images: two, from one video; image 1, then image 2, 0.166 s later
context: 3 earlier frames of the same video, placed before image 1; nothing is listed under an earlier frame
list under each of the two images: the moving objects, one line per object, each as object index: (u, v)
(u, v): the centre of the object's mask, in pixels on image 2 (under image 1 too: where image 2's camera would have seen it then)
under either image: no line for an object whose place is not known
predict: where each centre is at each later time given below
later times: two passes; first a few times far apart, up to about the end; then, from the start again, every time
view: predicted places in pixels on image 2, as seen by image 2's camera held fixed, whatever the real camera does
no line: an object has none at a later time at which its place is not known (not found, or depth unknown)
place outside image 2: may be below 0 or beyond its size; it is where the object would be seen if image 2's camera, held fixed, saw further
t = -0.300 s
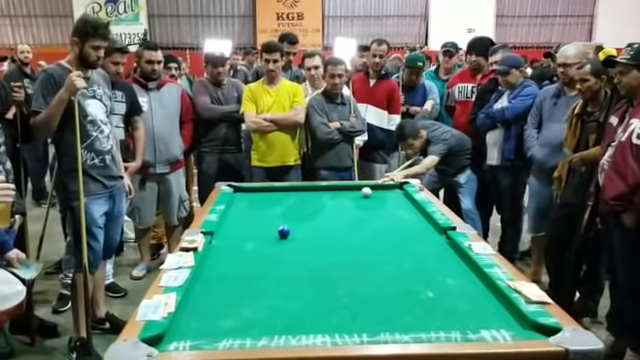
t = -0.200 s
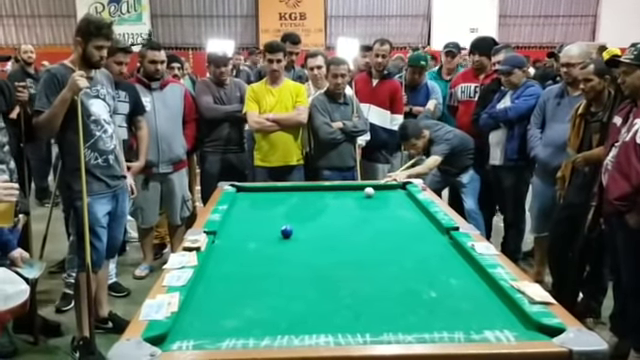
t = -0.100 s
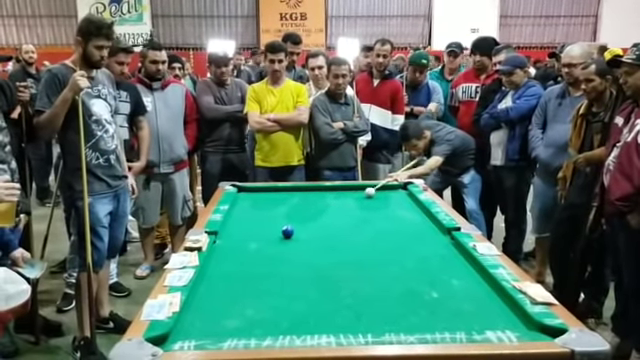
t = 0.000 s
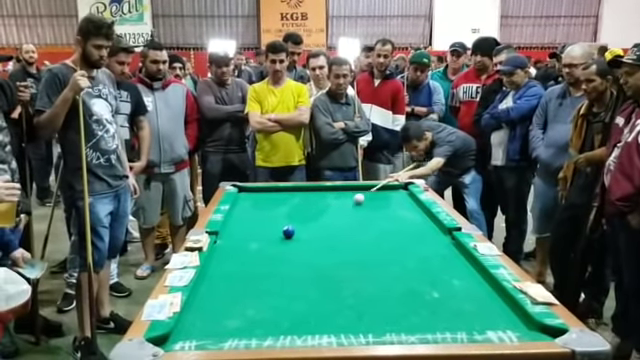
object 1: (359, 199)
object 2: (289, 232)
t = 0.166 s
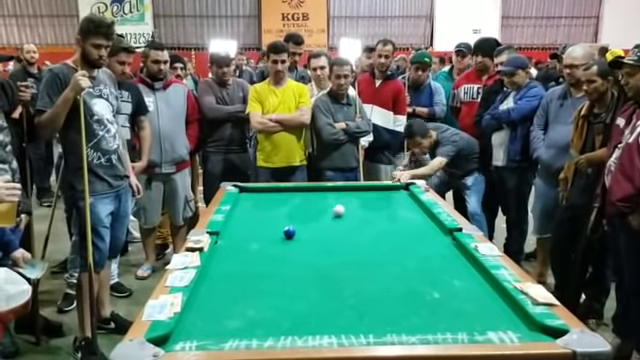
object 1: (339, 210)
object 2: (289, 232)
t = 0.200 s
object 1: (334, 213)
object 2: (289, 232)
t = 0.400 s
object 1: (303, 230)
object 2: (289, 232)
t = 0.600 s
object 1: (300, 248)
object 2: (252, 235)
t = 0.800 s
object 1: (295, 270)
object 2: (224, 237)
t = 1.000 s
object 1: (289, 299)
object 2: (242, 233)
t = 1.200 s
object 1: (281, 329)
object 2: (258, 229)
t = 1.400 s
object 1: (283, 307)
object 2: (273, 225)
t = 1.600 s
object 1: (284, 286)
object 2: (286, 222)
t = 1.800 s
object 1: (285, 269)
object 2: (298, 219)
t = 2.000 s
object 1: (286, 255)
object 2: (309, 216)
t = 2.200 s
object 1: (286, 243)
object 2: (319, 213)
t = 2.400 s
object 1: (286, 232)
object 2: (329, 211)
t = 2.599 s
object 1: (287, 223)
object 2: (337, 209)
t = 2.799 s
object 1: (287, 215)
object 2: (344, 207)
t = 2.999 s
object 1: (287, 208)
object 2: (351, 205)
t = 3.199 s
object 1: (287, 202)
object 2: (356, 203)
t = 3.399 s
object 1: (287, 197)
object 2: (361, 202)
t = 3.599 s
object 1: (287, 192)
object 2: (366, 201)
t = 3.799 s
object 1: (286, 189)
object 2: (369, 200)
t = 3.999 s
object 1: (286, 192)
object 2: (372, 198)
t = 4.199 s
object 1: (286, 195)
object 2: (373, 198)
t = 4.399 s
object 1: (286, 198)
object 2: (376, 197)
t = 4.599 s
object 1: (285, 201)
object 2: (376, 196)
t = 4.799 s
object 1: (285, 204)
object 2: (377, 196)
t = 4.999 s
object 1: (284, 207)
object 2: (377, 195)
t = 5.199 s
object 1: (283, 209)
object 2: (377, 195)
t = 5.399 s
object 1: (282, 213)
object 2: (377, 195)
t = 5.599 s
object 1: (282, 215)
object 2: (377, 196)
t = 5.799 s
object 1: (281, 218)
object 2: (376, 196)
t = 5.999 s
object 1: (280, 221)
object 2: (376, 196)
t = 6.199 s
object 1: (279, 223)
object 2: (377, 196)
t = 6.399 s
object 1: (279, 225)
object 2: (377, 196)
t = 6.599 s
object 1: (278, 227)
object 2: (377, 195)
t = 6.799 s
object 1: (277, 229)
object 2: (377, 196)
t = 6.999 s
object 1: (277, 231)
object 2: (377, 195)
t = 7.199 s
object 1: (276, 232)
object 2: (377, 196)
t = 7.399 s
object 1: (276, 233)
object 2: (377, 196)
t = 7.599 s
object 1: (276, 234)
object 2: (377, 195)
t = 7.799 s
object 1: (276, 234)
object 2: (377, 196)
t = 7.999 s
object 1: (276, 234)
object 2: (377, 195)
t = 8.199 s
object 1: (276, 235)
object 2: (377, 195)
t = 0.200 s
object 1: (334, 213)
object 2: (289, 232)
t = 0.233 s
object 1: (329, 216)
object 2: (289, 232)
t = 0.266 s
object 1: (324, 218)
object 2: (289, 232)
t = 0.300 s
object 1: (319, 221)
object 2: (289, 232)
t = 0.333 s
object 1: (313, 224)
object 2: (289, 232)
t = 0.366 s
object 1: (308, 227)
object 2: (289, 232)
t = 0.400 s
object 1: (303, 230)
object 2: (289, 232)
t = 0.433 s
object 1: (303, 233)
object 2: (282, 233)
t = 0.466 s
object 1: (303, 236)
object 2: (275, 233)
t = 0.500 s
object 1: (302, 238)
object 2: (268, 234)
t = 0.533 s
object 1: (302, 242)
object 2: (264, 234)
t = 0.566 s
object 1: (301, 245)
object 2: (257, 235)
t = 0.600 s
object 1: (300, 248)
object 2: (252, 235)
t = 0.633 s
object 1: (299, 251)
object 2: (246, 235)
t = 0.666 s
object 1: (298, 255)
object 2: (240, 236)
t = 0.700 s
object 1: (298, 258)
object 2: (234, 237)
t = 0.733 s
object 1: (297, 262)
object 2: (229, 237)
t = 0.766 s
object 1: (296, 266)
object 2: (223, 237)
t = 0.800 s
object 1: (295, 270)
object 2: (224, 237)
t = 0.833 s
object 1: (294, 275)
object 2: (227, 236)
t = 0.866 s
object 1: (293, 279)
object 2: (230, 236)
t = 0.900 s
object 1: (292, 284)
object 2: (234, 235)
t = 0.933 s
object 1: (291, 289)
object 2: (236, 234)
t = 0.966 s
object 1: (290, 293)
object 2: (239, 233)
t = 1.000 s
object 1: (289, 299)
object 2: (242, 233)
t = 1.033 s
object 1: (287, 304)
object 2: (245, 232)
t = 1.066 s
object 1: (286, 310)
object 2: (248, 231)
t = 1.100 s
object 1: (285, 316)
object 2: (251, 231)
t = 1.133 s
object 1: (284, 321)
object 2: (253, 230)
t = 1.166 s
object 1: (283, 326)
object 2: (256, 229)
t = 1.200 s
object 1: (281, 329)
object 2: (258, 229)
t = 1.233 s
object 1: (282, 326)
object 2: (261, 228)
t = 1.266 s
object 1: (282, 323)
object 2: (263, 228)
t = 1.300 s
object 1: (282, 319)
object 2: (266, 227)
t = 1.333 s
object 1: (283, 315)
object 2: (268, 226)
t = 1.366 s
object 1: (283, 311)
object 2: (271, 225)
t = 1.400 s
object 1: (283, 307)
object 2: (273, 225)
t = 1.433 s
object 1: (283, 303)
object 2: (275, 224)
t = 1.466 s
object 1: (283, 299)
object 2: (277, 224)
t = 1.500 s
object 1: (284, 296)
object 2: (279, 224)
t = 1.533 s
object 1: (284, 293)
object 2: (282, 223)
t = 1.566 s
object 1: (284, 289)
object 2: (284, 222)
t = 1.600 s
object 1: (284, 286)
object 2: (286, 222)
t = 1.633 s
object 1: (284, 283)
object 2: (288, 221)
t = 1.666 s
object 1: (284, 280)
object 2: (290, 221)
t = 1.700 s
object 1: (285, 277)
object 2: (292, 220)
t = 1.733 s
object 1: (285, 274)
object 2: (294, 220)
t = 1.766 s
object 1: (285, 271)
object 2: (296, 219)
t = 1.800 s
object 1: (285, 269)
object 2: (298, 219)
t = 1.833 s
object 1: (285, 266)
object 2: (300, 218)
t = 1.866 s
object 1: (285, 264)
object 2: (303, 218)
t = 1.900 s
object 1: (285, 261)
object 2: (304, 217)
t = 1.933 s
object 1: (285, 259)
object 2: (306, 217)
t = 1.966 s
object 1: (285, 257)
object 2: (308, 216)
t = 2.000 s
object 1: (286, 255)
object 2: (309, 216)
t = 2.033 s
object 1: (286, 252)
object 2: (311, 215)
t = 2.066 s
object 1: (285, 250)
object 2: (313, 215)
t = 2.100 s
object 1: (286, 248)
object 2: (315, 215)
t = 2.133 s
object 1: (286, 246)
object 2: (316, 214)
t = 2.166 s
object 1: (286, 244)
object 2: (318, 214)
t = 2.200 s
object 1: (286, 243)
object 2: (319, 213)
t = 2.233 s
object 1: (286, 241)
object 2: (321, 213)
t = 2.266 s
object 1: (286, 239)
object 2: (323, 212)
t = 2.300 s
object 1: (286, 237)
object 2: (324, 212)
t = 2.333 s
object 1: (286, 235)
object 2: (326, 212)
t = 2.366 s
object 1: (286, 234)
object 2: (327, 212)
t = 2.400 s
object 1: (286, 232)
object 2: (329, 211)
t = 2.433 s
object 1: (286, 230)
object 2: (330, 211)
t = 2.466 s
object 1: (286, 229)
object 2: (331, 210)
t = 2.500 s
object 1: (287, 227)
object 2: (333, 210)
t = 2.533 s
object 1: (287, 226)
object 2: (334, 210)
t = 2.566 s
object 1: (287, 224)
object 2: (335, 209)
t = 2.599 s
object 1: (287, 223)
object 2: (337, 209)
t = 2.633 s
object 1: (287, 222)
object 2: (338, 209)
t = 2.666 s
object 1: (287, 220)
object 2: (339, 209)
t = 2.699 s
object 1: (287, 219)
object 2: (340, 208)
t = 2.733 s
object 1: (287, 218)
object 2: (341, 208)
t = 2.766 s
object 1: (287, 216)
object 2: (343, 207)
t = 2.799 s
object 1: (287, 215)
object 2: (344, 207)
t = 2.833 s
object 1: (287, 214)
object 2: (345, 206)
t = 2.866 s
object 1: (287, 213)
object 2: (346, 206)
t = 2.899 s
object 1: (287, 212)
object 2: (348, 206)
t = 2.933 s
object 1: (287, 210)
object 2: (349, 206)
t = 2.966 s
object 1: (287, 209)
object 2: (350, 206)
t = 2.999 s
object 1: (287, 208)
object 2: (351, 205)
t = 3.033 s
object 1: (287, 207)
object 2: (351, 205)
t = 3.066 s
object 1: (287, 206)
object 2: (352, 205)
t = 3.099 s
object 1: (287, 205)
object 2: (353, 204)
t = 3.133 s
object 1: (287, 204)
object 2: (354, 204)
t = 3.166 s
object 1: (287, 203)
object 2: (355, 204)
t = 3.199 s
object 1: (287, 202)
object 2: (356, 203)
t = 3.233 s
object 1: (287, 201)
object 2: (357, 203)
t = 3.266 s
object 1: (287, 200)
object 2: (358, 203)
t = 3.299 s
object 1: (287, 199)
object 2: (358, 203)
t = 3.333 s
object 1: (287, 198)
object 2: (359, 203)
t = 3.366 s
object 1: (287, 197)
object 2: (360, 203)
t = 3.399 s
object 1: (287, 197)
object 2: (361, 202)
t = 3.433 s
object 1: (287, 196)
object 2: (362, 202)
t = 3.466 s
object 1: (287, 195)
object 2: (362, 201)
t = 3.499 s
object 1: (287, 194)
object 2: (363, 201)
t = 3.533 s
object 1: (287, 193)
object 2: (364, 201)
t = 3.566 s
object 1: (287, 193)
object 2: (365, 201)
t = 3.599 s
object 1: (287, 192)
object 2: (366, 201)
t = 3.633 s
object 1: (287, 191)
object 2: (366, 201)
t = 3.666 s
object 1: (287, 190)
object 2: (367, 201)
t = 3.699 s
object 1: (287, 189)
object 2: (367, 201)
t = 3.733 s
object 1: (286, 189)
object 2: (368, 200)
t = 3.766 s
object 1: (287, 188)
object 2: (368, 200)
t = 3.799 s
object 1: (286, 189)
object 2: (369, 200)
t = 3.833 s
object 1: (286, 189)
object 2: (369, 200)
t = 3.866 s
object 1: (286, 190)
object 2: (369, 199)
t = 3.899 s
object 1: (286, 190)
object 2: (370, 199)
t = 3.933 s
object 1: (286, 191)
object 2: (370, 199)
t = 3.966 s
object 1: (286, 191)
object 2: (371, 198)
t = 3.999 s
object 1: (286, 192)
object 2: (372, 198)
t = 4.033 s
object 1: (286, 192)
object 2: (372, 198)
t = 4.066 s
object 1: (286, 192)
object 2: (372, 198)
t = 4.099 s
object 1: (286, 193)
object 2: (373, 198)
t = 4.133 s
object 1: (286, 193)
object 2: (373, 198)
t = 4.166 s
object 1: (286, 194)
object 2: (373, 198)
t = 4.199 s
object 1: (286, 195)
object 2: (373, 198)
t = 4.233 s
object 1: (286, 195)
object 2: (374, 198)
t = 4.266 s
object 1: (286, 195)
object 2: (374, 197)
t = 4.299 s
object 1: (286, 197)
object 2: (375, 197)
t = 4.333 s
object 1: (286, 197)
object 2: (375, 197)
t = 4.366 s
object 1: (286, 197)
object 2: (375, 197)
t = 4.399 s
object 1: (286, 198)
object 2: (376, 197)
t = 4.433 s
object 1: (286, 199)
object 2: (376, 197)
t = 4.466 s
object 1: (285, 199)
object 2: (376, 197)
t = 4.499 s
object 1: (285, 200)
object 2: (376, 197)
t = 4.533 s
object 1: (285, 200)
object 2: (376, 197)
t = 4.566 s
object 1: (285, 200)
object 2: (376, 197)
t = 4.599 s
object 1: (285, 201)
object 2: (376, 196)
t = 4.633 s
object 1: (285, 201)
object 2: (376, 196)
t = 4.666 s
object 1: (285, 202)
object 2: (376, 196)
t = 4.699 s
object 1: (285, 203)
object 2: (377, 196)
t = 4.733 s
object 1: (285, 203)
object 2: (376, 196)
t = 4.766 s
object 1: (285, 203)
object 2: (377, 196)
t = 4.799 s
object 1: (285, 204)
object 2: (377, 196)
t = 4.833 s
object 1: (285, 205)
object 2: (377, 196)
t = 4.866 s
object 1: (284, 205)
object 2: (377, 196)
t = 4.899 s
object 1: (284, 205)
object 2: (377, 196)
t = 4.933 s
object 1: (284, 206)
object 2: (377, 196)
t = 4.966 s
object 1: (284, 207)
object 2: (377, 196)
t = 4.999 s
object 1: (284, 207)
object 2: (377, 195)
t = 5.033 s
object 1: (284, 208)
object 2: (377, 195)
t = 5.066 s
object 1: (284, 208)
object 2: (377, 195)
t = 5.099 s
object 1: (284, 209)
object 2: (377, 195)
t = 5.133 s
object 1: (284, 209)
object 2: (377, 195)
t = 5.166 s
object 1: (283, 209)
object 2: (377, 195)
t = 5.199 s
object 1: (283, 209)
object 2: (377, 195)
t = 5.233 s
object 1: (283, 211)
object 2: (377, 195)
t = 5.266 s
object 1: (283, 211)
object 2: (377, 195)
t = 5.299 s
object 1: (283, 211)
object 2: (377, 195)
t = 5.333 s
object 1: (283, 211)
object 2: (377, 195)
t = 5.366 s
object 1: (282, 212)
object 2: (377, 195)
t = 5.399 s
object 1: (282, 213)
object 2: (377, 195)
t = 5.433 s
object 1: (282, 213)
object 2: (377, 195)
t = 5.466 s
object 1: (282, 214)
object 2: (377, 195)
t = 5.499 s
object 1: (282, 214)
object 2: (377, 195)
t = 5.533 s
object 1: (282, 215)
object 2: (377, 195)
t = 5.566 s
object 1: (281, 215)
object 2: (377, 196)
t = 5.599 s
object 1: (282, 215)
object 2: (377, 196)
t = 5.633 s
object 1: (281, 216)
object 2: (376, 196)
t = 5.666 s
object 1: (281, 216)
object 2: (376, 196)
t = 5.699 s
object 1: (281, 217)
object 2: (376, 195)
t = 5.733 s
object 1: (281, 217)
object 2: (376, 195)
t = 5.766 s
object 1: (281, 217)
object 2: (376, 196)
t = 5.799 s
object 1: (281, 218)
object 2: (376, 196)
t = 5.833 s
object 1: (281, 218)
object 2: (376, 196)
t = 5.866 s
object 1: (281, 219)
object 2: (376, 196)
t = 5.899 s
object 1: (281, 219)
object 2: (376, 196)
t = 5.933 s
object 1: (280, 220)
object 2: (376, 196)
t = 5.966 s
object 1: (280, 220)
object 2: (376, 196)
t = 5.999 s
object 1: (280, 221)
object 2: (376, 196)
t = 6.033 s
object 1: (280, 221)
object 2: (376, 196)
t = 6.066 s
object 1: (280, 221)
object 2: (376, 196)
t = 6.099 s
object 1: (280, 221)
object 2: (376, 196)
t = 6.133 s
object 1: (280, 222)
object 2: (376, 196)
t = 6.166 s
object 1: (280, 222)
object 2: (376, 196)
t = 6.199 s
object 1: (279, 223)
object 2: (377, 196)
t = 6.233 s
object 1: (279, 223)
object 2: (377, 196)
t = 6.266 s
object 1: (279, 224)
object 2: (377, 195)
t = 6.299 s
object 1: (279, 224)
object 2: (377, 195)
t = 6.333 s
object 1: (279, 225)
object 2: (377, 195)
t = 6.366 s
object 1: (279, 225)
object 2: (377, 196)
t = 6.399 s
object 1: (279, 225)
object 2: (377, 196)
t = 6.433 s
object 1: (278, 225)
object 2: (377, 196)
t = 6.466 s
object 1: (278, 226)
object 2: (377, 196)
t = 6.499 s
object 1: (278, 226)
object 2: (377, 196)
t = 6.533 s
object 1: (278, 227)
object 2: (377, 196)
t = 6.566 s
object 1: (278, 227)
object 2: (377, 195)
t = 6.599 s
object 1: (278, 227)
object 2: (377, 195)
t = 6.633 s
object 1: (278, 228)
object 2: (377, 195)
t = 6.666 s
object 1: (278, 228)
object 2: (377, 195)
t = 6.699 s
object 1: (278, 228)
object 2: (377, 195)
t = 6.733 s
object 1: (278, 229)
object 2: (377, 196)
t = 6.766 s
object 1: (277, 229)
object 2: (377, 196)
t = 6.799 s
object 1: (277, 229)
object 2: (377, 196)
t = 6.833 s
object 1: (277, 229)
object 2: (377, 196)
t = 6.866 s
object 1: (277, 230)
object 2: (377, 196)
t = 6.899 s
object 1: (277, 230)
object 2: (377, 195)
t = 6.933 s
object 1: (277, 230)
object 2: (377, 196)
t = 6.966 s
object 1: (277, 230)
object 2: (377, 195)
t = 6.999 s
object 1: (277, 231)
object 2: (377, 195)
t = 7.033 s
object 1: (277, 231)
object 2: (377, 195)
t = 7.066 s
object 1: (277, 231)
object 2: (377, 196)
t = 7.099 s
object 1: (276, 231)
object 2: (377, 195)
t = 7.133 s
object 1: (276, 231)
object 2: (377, 196)
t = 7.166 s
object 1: (276, 232)
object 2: (377, 196)
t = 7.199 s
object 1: (276, 232)
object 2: (377, 196)
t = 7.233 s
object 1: (276, 232)
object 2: (377, 196)
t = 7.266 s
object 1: (276, 232)
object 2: (377, 196)
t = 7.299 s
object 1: (276, 232)
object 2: (377, 196)
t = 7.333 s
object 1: (276, 233)
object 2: (377, 196)
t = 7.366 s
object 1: (276, 233)
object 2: (377, 196)
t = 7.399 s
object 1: (276, 233)
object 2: (377, 196)
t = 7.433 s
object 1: (276, 233)
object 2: (377, 195)
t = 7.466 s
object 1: (276, 233)
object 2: (377, 196)
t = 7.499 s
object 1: (276, 233)
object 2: (377, 196)
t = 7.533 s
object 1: (276, 234)
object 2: (377, 196)
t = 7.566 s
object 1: (276, 234)
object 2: (377, 195)
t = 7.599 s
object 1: (276, 234)
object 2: (377, 195)
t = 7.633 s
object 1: (276, 234)
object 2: (377, 196)
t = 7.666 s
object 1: (276, 234)
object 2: (377, 196)
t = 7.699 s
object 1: (276, 234)
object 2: (377, 195)
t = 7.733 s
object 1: (276, 234)
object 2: (377, 196)
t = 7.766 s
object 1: (276, 234)
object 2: (377, 196)
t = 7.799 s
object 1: (276, 234)
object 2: (377, 196)
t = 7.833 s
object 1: (276, 234)
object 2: (377, 195)
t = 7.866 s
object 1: (276, 234)
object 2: (377, 195)
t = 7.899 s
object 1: (276, 234)
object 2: (377, 196)
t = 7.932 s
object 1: (276, 234)
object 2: (377, 196)
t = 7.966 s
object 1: (276, 234)
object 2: (377, 196)
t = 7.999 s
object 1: (276, 234)
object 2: (377, 195)
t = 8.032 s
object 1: (276, 234)
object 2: (377, 195)
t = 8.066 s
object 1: (276, 234)
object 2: (377, 195)
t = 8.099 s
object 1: (276, 234)
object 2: (377, 195)
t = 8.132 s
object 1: (276, 235)
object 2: (377, 196)
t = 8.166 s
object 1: (276, 235)
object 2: (377, 196)
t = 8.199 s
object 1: (276, 235)
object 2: (377, 195)
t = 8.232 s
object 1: (276, 235)
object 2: (377, 195)
